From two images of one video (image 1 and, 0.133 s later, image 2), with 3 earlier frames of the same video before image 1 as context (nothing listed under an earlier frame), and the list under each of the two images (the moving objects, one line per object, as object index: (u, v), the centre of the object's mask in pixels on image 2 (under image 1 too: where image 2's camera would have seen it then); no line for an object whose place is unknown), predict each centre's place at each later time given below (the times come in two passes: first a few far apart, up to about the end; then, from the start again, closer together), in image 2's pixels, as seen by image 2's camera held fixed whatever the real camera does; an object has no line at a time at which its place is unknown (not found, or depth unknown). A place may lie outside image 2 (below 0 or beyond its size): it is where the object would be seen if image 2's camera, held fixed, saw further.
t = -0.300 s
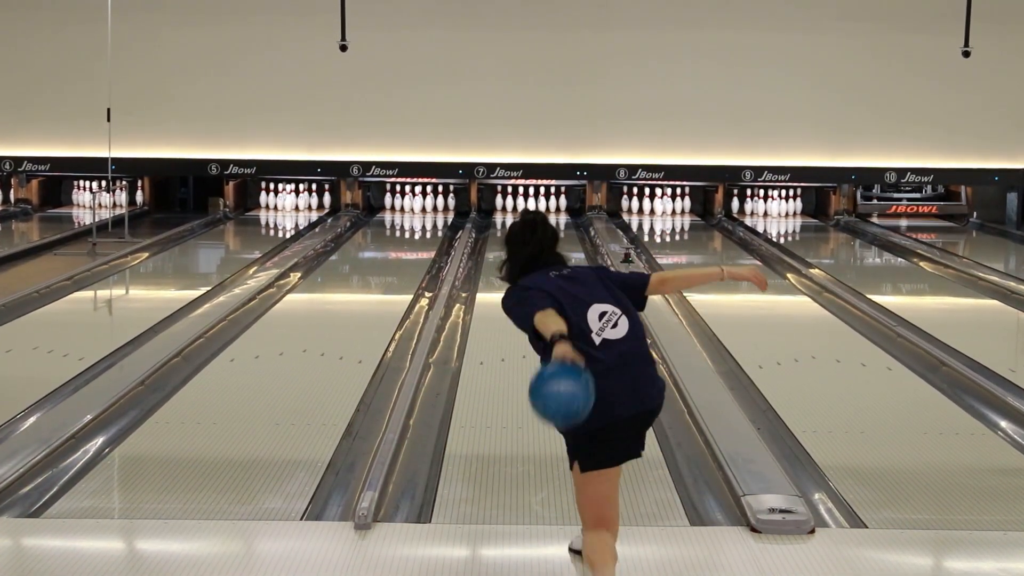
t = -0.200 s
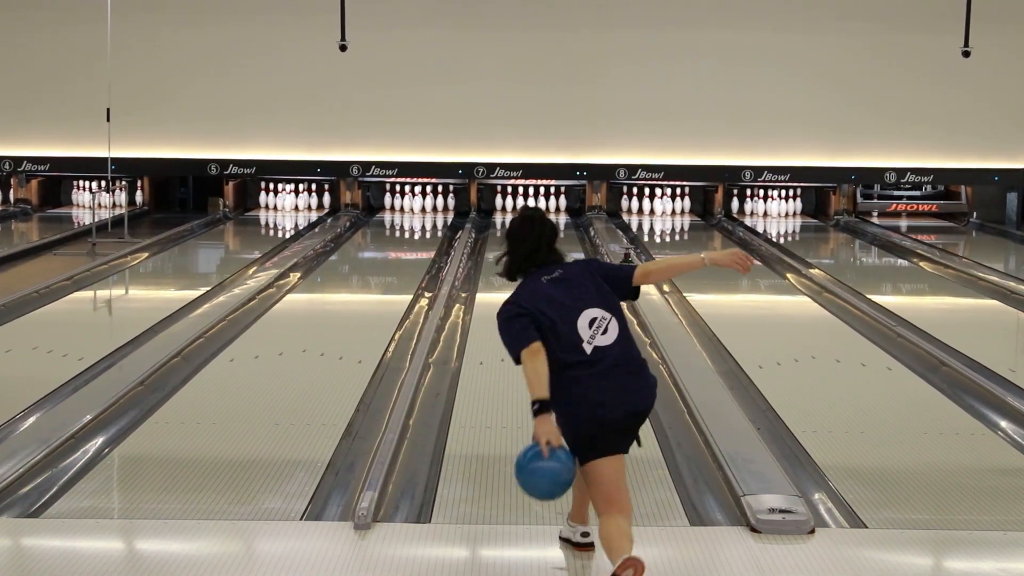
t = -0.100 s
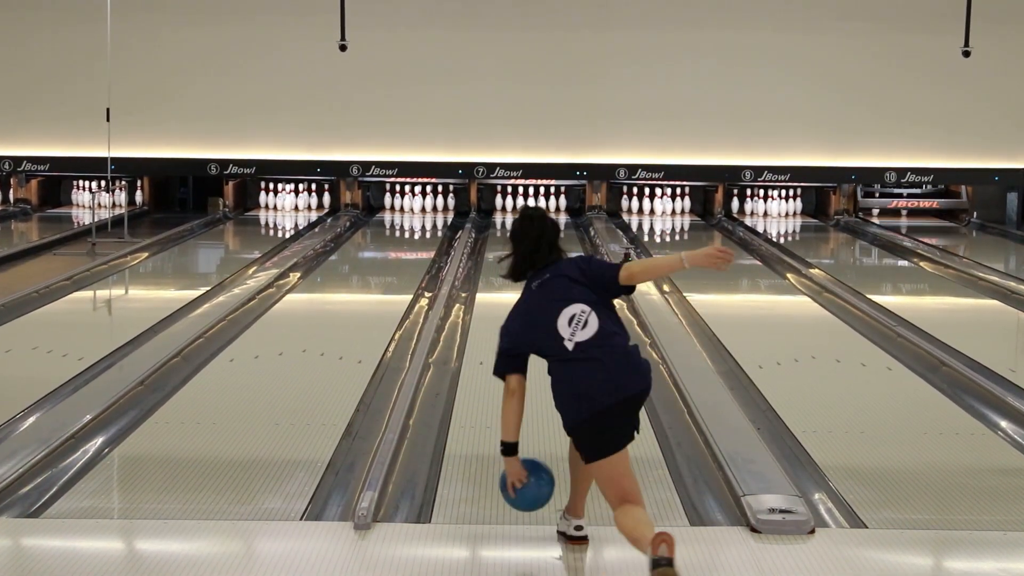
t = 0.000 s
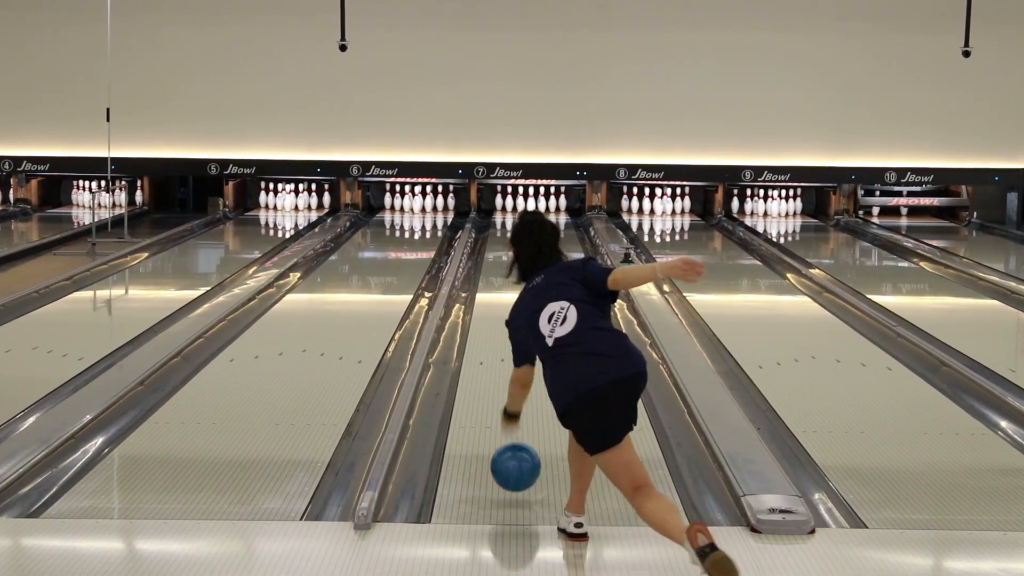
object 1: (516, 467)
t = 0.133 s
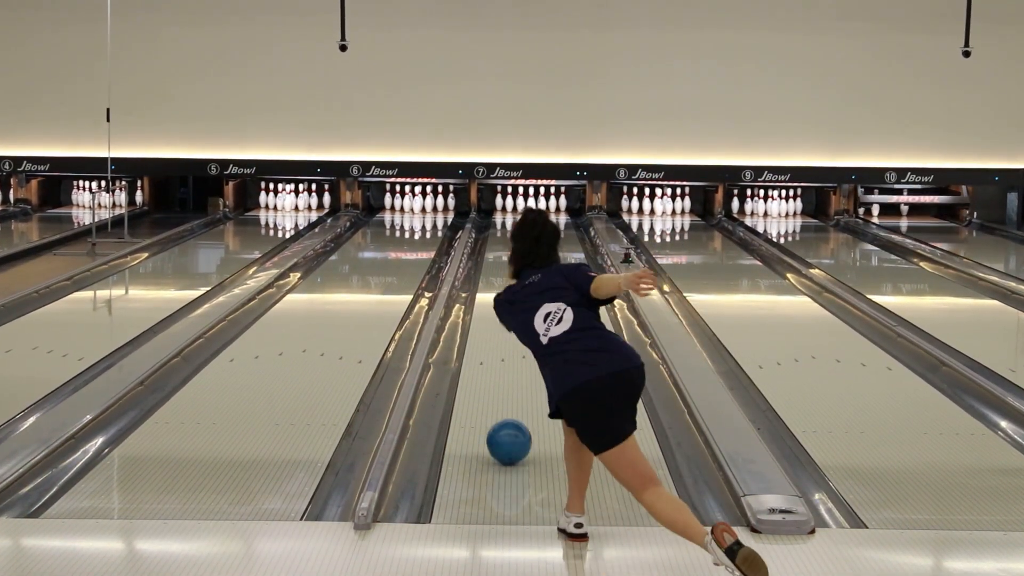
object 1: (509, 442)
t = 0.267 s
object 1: (504, 409)
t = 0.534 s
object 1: (497, 358)
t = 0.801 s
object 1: (490, 323)
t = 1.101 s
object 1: (490, 294)
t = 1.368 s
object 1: (490, 274)
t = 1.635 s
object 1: (492, 258)
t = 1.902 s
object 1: (495, 244)
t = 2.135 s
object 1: (499, 234)
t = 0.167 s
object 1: (508, 433)
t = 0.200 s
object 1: (506, 424)
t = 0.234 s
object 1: (505, 416)
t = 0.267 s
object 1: (504, 409)
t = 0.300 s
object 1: (503, 401)
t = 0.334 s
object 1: (502, 395)
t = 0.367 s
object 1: (501, 388)
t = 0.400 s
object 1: (500, 381)
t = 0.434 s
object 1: (499, 375)
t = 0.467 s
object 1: (498, 369)
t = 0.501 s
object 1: (497, 364)
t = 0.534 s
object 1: (497, 358)
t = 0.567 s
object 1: (496, 353)
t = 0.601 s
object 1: (495, 348)
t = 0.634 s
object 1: (495, 344)
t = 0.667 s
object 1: (494, 340)
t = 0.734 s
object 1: (489, 331)
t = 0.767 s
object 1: (490, 327)
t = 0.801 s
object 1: (490, 323)
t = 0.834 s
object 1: (492, 320)
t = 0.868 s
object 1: (492, 316)
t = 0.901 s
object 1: (491, 313)
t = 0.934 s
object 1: (491, 309)
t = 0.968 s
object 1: (491, 306)
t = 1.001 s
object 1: (491, 303)
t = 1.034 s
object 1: (491, 300)
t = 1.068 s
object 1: (490, 297)
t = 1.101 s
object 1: (490, 294)
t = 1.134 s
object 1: (490, 291)
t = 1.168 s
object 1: (490, 288)
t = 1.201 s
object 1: (490, 286)
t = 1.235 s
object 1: (490, 283)
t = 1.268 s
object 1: (490, 281)
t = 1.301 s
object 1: (490, 279)
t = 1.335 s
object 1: (490, 276)
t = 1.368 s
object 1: (490, 274)
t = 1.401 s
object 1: (491, 272)
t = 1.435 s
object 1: (490, 270)
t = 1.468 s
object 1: (491, 267)
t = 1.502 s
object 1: (491, 265)
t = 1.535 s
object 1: (491, 263)
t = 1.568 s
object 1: (492, 262)
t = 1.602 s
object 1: (492, 259)
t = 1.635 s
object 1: (492, 258)
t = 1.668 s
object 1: (493, 256)
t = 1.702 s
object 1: (493, 254)
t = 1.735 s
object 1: (493, 252)
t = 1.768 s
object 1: (494, 250)
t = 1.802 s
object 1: (494, 249)
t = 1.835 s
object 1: (495, 247)
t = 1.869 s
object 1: (495, 245)
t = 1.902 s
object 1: (495, 244)
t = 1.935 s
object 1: (495, 242)
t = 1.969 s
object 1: (496, 241)
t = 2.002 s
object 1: (496, 239)
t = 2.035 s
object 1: (497, 238)
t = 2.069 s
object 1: (497, 237)
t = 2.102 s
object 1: (498, 235)
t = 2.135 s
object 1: (499, 234)
